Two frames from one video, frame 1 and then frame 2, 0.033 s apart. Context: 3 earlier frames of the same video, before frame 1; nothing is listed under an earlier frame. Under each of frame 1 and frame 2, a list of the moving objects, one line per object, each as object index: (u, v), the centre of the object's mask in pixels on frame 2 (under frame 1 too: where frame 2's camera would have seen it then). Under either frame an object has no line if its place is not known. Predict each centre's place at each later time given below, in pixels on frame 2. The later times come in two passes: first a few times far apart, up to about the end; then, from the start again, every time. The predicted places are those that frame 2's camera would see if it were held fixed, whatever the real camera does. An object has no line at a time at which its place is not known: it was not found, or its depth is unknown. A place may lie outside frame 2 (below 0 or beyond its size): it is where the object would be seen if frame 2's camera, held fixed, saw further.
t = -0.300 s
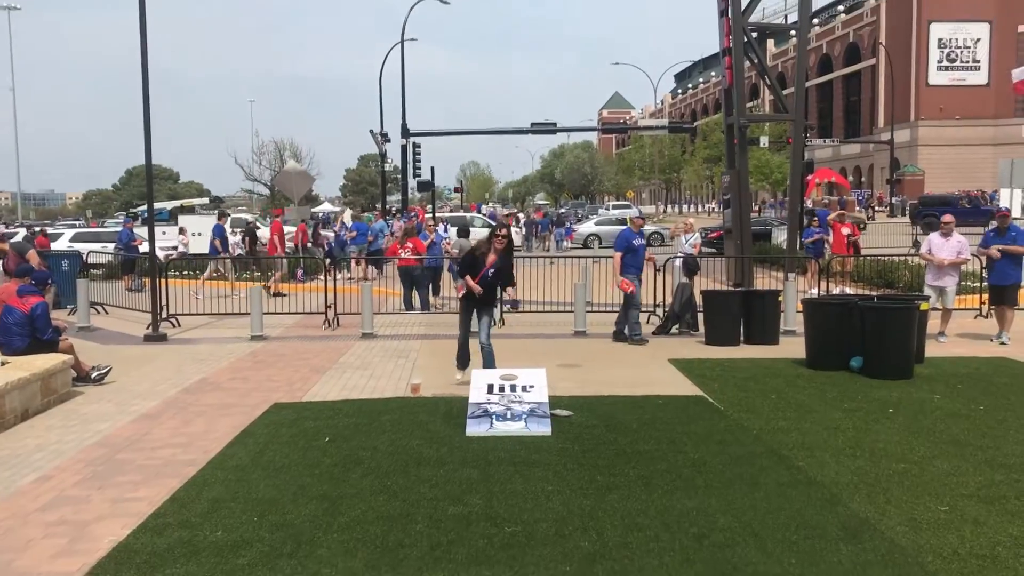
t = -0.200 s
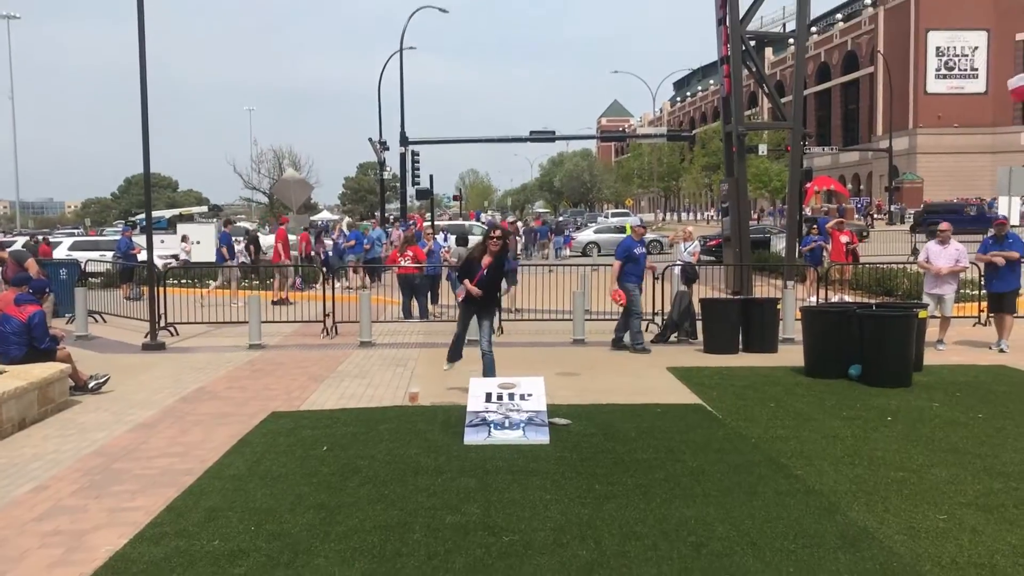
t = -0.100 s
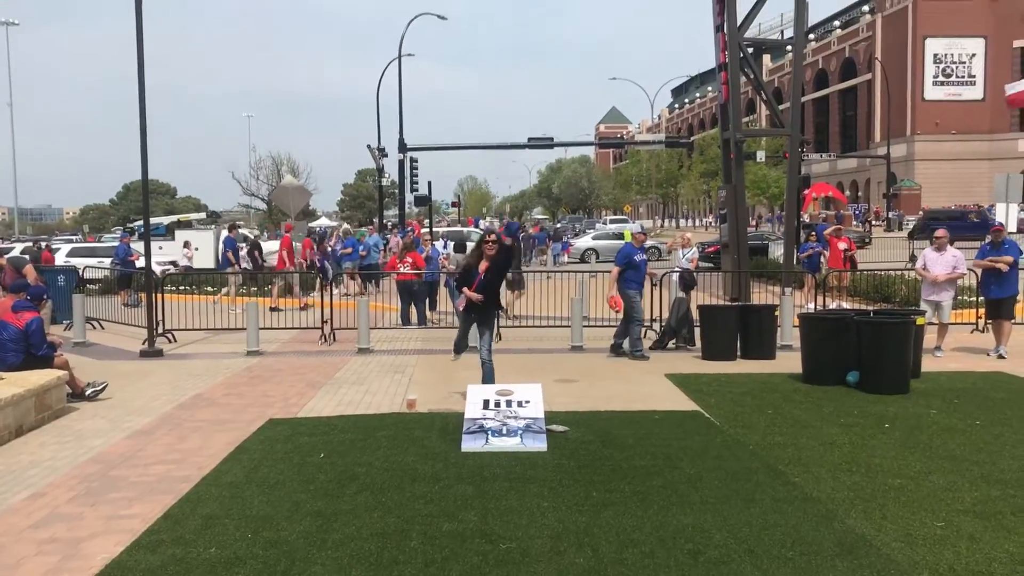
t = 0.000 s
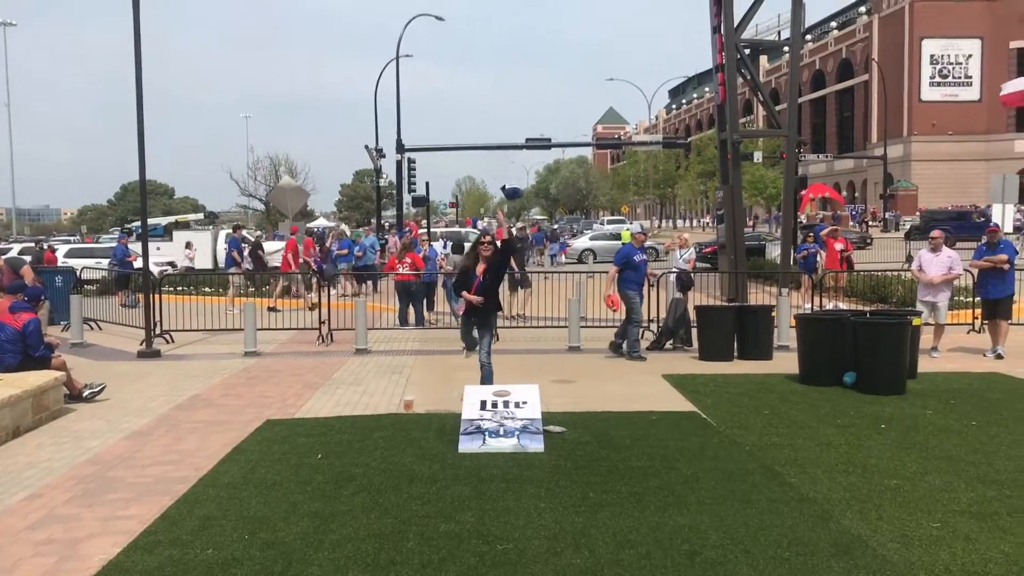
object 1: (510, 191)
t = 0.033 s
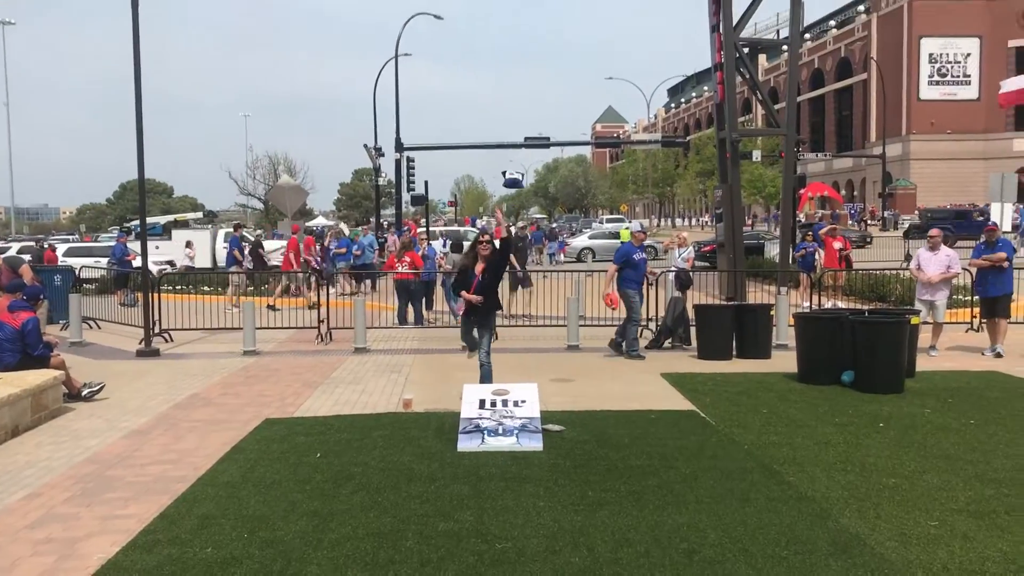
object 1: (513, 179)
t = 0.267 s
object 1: (525, 146)
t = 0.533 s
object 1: (553, 323)
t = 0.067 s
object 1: (515, 170)
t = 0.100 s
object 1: (517, 162)
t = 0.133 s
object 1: (518, 155)
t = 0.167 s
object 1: (519, 150)
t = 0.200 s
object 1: (521, 147)
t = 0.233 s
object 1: (523, 146)
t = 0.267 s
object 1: (525, 146)
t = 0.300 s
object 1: (527, 150)
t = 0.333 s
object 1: (530, 158)
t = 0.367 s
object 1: (534, 171)
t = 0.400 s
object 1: (536, 187)
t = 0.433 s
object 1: (539, 209)
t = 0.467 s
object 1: (543, 236)
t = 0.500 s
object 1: (547, 274)
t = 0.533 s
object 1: (553, 323)
